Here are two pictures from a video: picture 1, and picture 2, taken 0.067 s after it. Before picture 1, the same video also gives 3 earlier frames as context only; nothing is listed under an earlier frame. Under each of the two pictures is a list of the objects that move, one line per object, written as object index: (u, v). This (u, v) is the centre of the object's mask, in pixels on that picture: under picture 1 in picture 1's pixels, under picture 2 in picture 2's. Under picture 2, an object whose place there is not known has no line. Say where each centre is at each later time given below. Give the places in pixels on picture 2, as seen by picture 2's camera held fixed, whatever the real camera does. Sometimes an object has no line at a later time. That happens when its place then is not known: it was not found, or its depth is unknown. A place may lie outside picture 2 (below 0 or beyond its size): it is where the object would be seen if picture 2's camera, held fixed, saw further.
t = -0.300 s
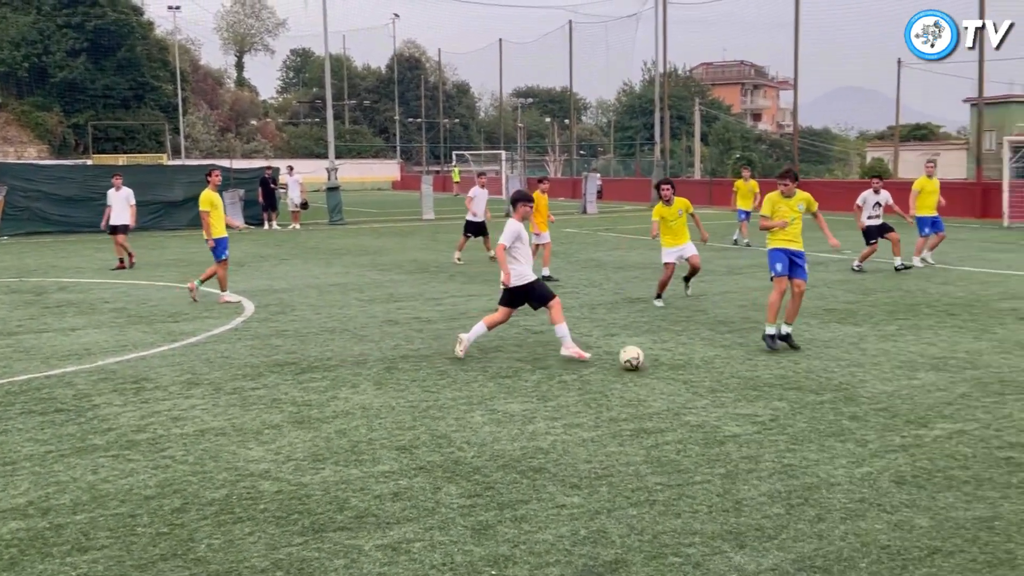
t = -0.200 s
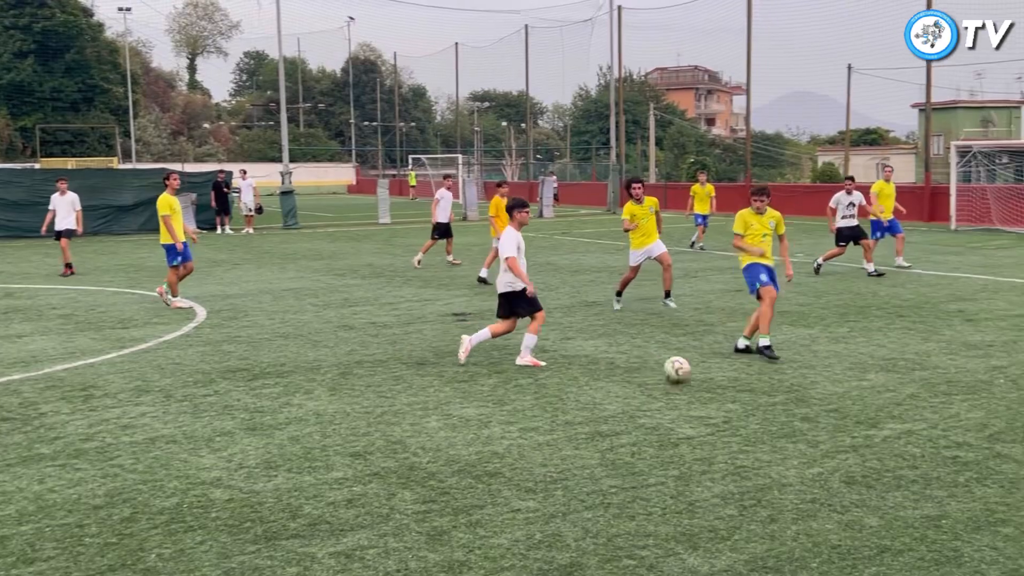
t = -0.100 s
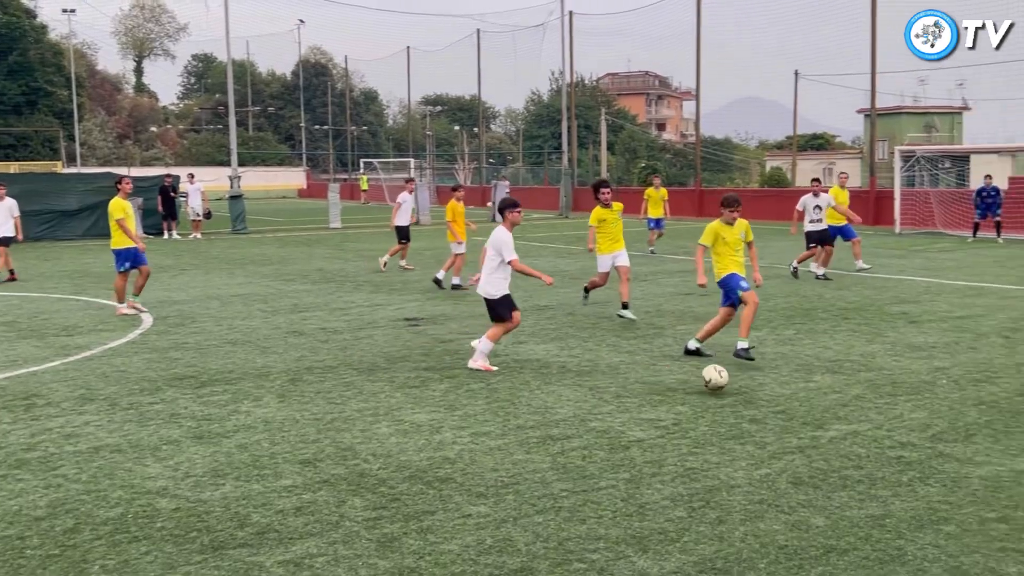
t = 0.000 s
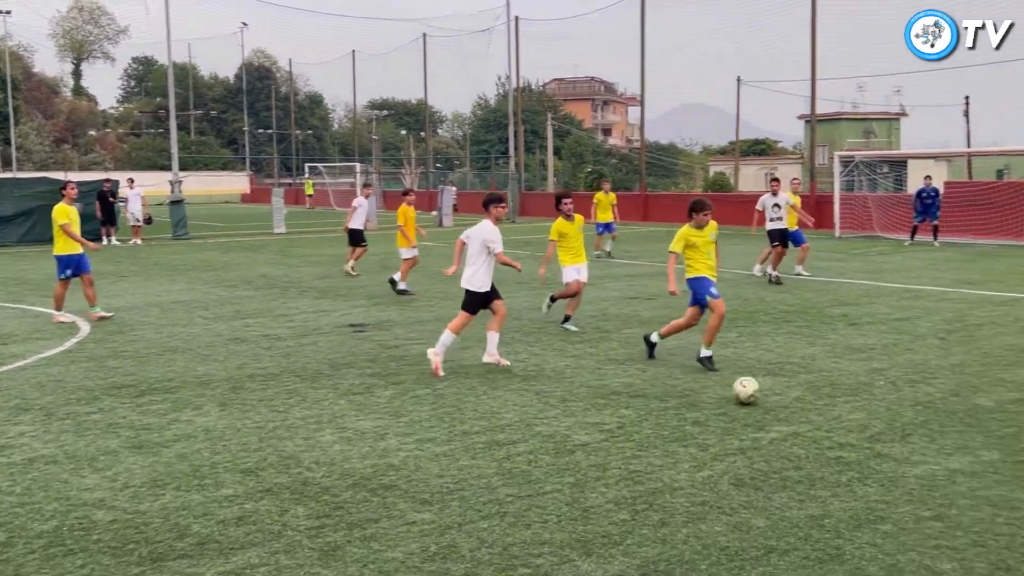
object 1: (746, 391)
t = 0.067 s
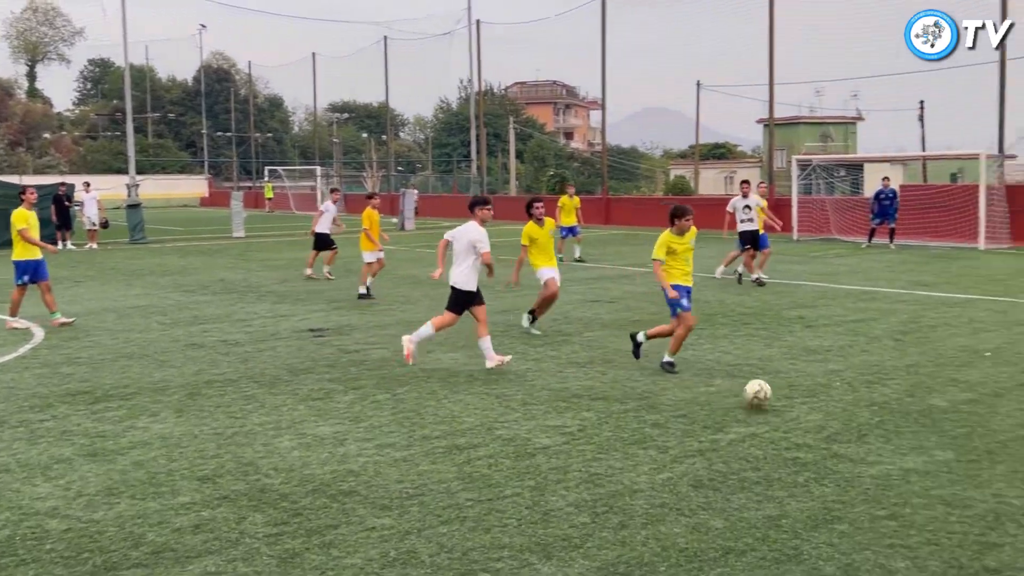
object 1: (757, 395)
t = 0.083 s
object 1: (770, 392)
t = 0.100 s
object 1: (782, 392)
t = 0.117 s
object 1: (795, 393)
